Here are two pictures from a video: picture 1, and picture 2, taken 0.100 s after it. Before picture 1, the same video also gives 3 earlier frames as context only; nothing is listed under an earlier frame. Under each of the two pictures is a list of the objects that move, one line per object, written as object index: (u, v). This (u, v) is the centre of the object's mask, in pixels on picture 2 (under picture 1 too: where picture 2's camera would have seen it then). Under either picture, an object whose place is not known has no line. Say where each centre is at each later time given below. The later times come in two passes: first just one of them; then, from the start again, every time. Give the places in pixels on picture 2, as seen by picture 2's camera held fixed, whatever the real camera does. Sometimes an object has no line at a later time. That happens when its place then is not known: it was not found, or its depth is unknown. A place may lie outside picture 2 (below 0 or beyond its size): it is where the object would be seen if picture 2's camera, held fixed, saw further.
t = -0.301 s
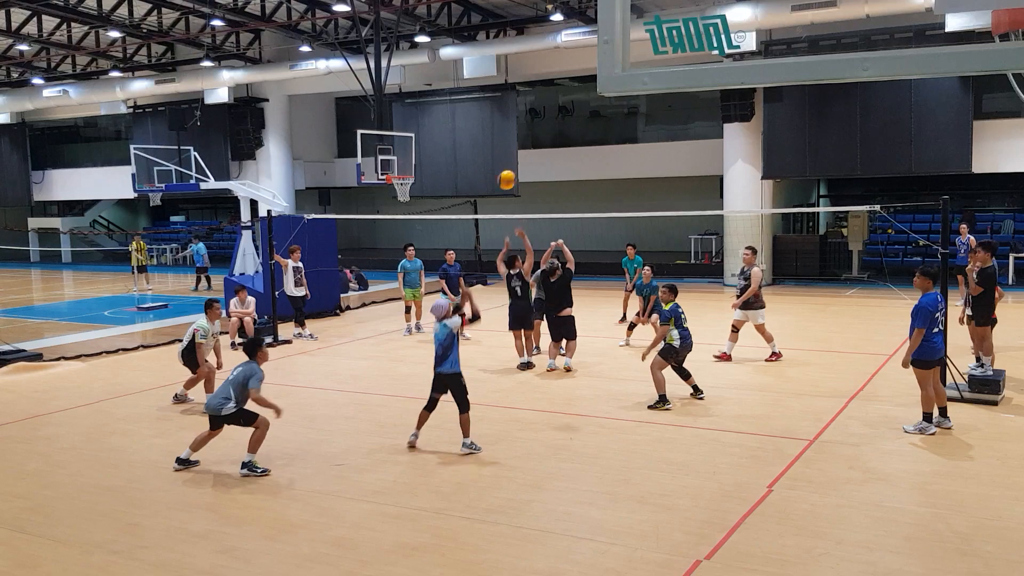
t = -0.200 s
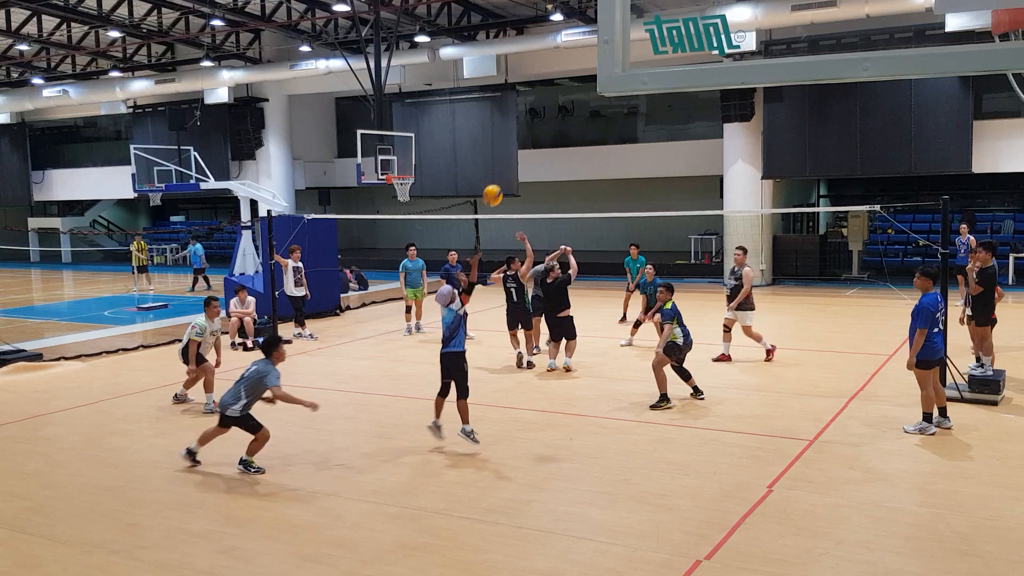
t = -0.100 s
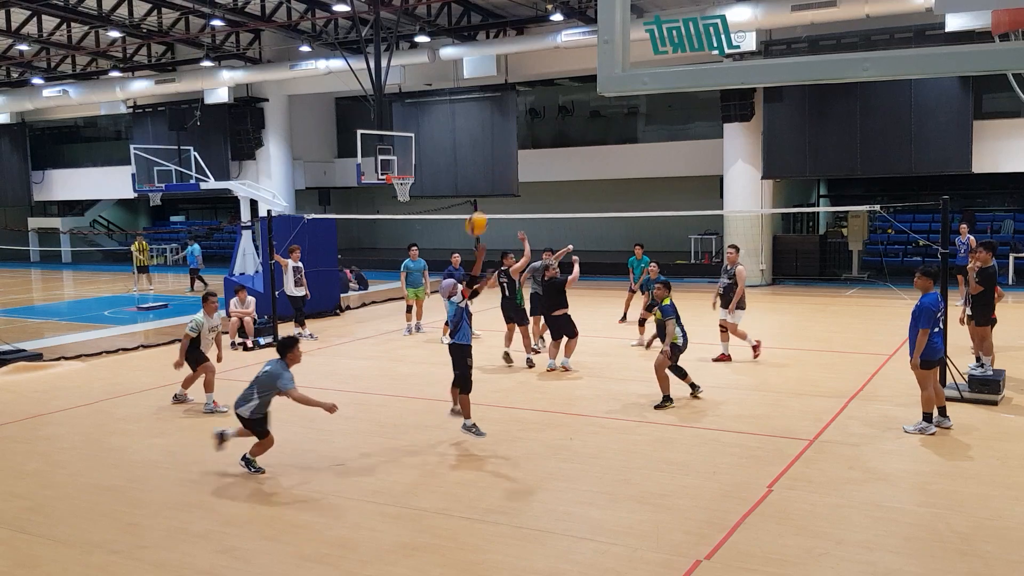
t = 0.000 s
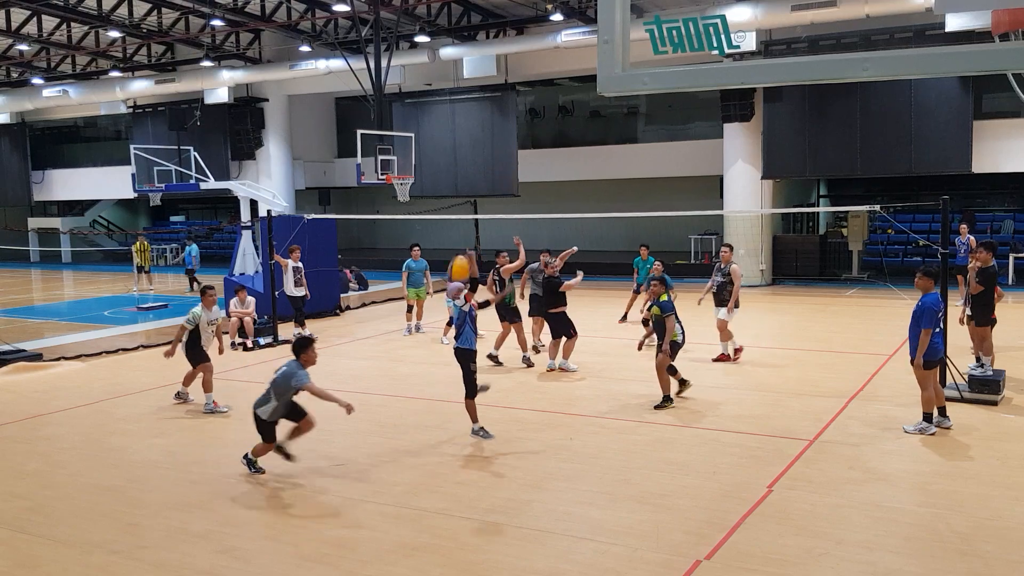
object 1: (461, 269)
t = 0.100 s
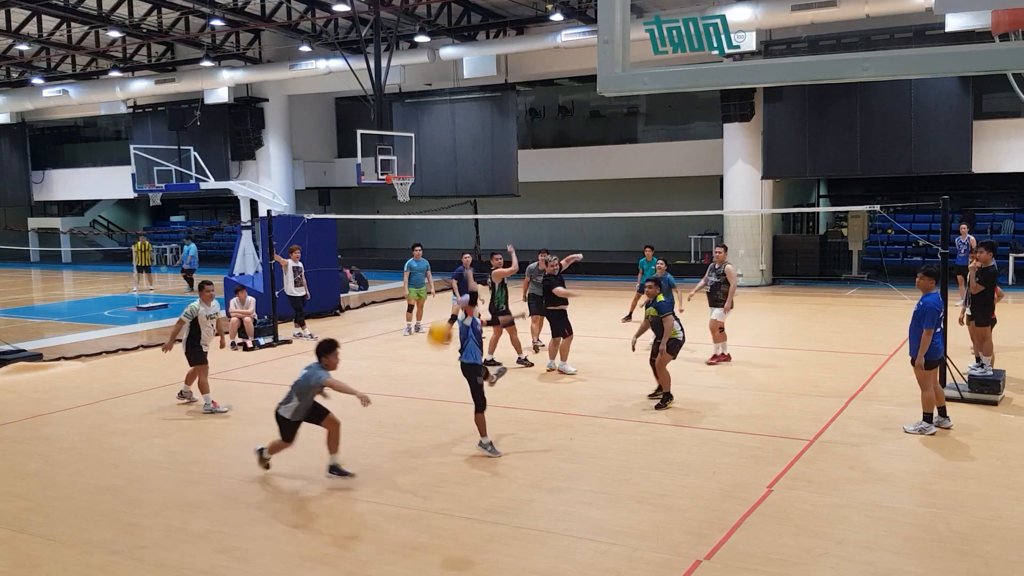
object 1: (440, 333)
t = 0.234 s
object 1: (412, 459)
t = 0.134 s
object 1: (434, 360)
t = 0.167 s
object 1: (428, 389)
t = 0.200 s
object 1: (420, 424)
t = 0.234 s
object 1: (412, 459)
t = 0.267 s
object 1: (405, 498)
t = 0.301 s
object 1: (396, 546)
